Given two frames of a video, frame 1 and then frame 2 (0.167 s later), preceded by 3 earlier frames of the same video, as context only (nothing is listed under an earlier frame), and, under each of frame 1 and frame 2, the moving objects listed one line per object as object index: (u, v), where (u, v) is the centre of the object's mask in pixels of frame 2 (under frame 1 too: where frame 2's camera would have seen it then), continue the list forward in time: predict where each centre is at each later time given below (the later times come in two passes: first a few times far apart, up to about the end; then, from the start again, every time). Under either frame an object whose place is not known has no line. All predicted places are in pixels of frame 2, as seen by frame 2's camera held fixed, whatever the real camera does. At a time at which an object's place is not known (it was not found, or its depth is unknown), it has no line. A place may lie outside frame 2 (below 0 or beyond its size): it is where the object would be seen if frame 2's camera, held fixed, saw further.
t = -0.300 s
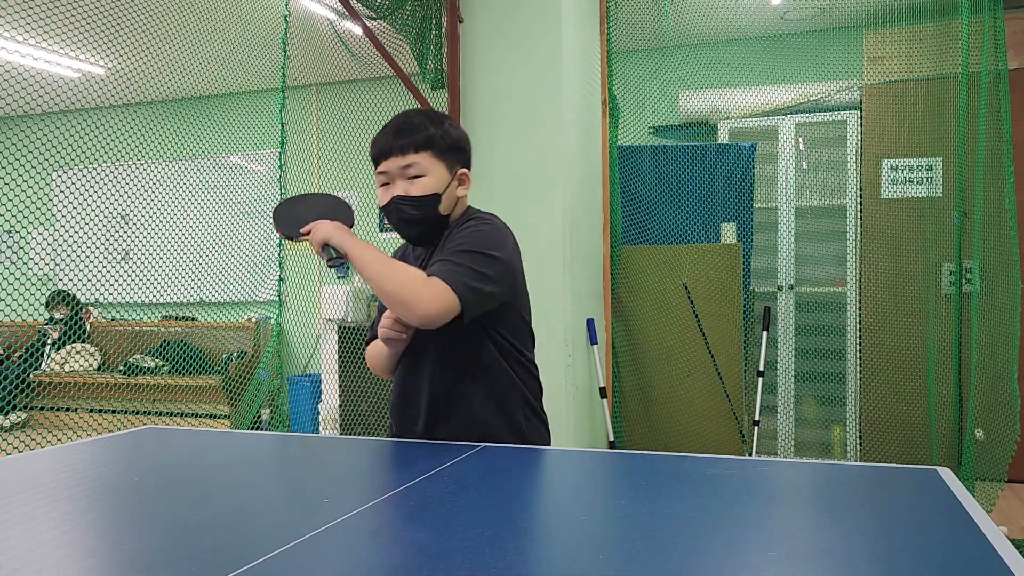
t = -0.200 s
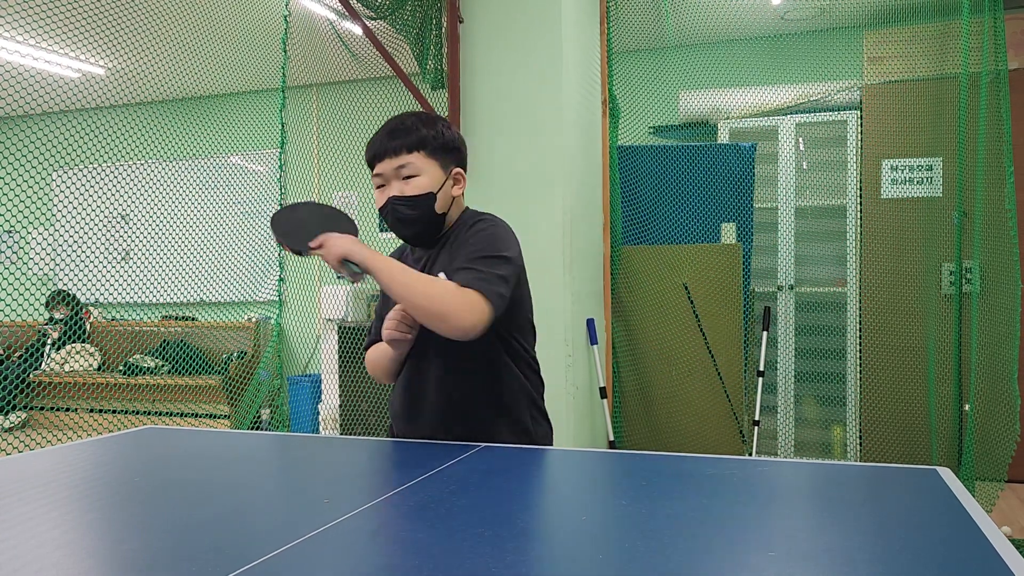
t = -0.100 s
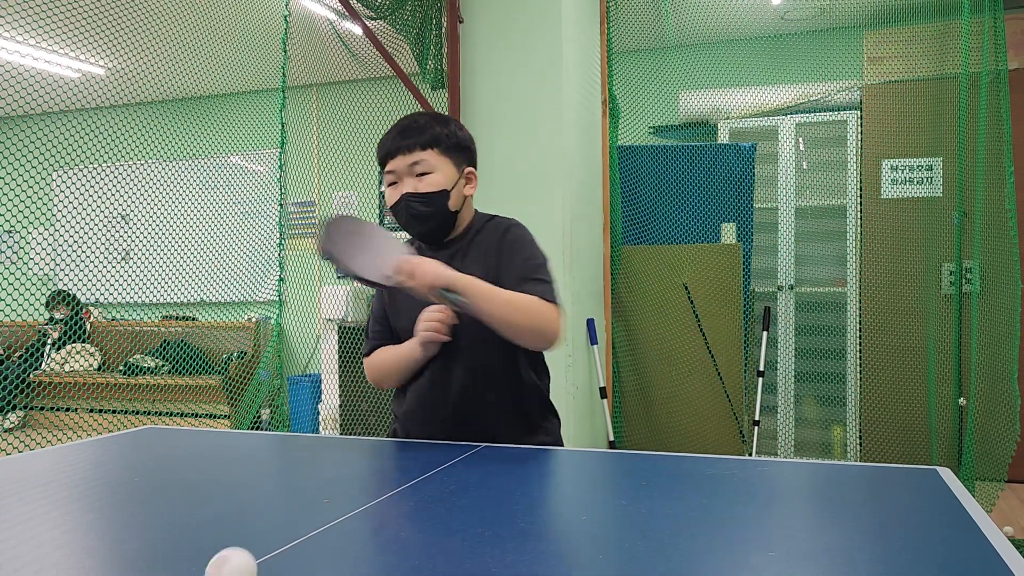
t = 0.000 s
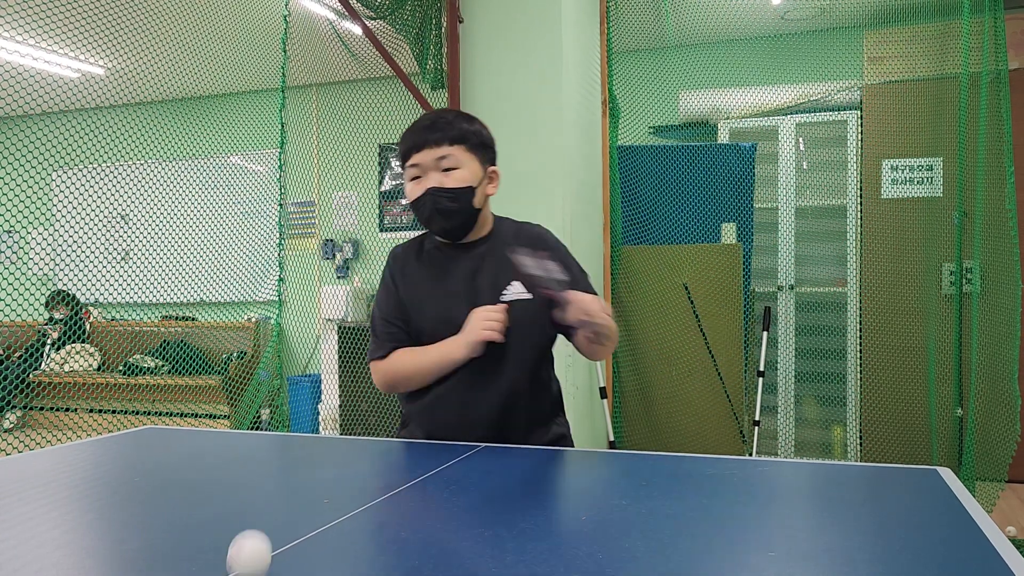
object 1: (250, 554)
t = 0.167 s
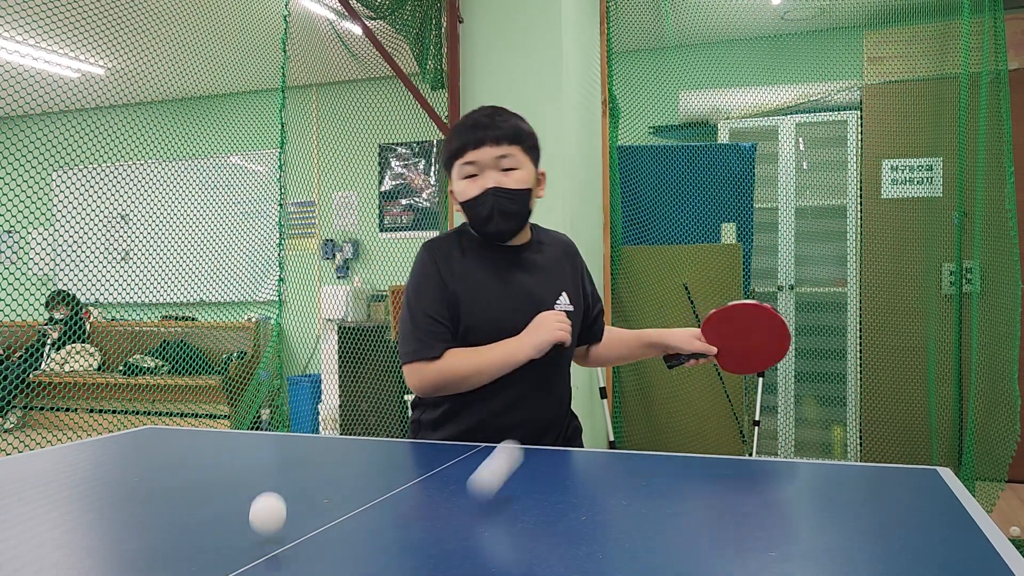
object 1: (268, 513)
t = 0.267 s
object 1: (273, 493)
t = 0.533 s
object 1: (275, 453)
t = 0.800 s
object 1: (272, 432)
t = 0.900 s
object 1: (271, 424)
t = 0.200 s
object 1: (270, 497)
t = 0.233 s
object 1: (271, 491)
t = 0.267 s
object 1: (273, 493)
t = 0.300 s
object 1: (274, 498)
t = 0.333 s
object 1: (275, 480)
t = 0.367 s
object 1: (275, 471)
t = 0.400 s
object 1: (275, 469)
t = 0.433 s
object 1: (275, 476)
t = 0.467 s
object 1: (275, 468)
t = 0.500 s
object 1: (275, 457)
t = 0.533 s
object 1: (275, 453)
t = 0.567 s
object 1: (275, 457)
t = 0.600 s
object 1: (275, 456)
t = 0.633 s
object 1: (275, 446)
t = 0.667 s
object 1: (274, 442)
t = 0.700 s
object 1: (274, 444)
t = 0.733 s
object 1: (273, 444)
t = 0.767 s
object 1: (273, 435)
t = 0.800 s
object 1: (272, 432)
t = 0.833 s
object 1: (272, 434)
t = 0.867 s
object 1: (271, 432)
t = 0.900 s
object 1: (271, 424)
